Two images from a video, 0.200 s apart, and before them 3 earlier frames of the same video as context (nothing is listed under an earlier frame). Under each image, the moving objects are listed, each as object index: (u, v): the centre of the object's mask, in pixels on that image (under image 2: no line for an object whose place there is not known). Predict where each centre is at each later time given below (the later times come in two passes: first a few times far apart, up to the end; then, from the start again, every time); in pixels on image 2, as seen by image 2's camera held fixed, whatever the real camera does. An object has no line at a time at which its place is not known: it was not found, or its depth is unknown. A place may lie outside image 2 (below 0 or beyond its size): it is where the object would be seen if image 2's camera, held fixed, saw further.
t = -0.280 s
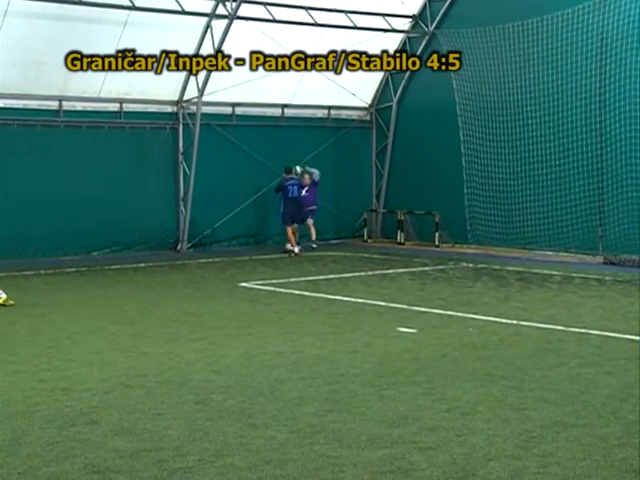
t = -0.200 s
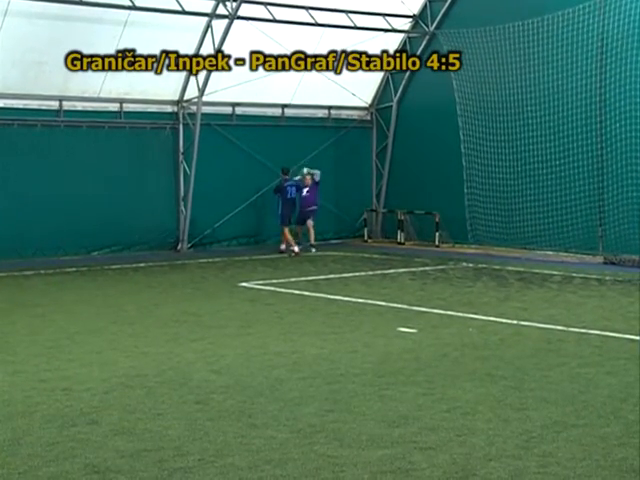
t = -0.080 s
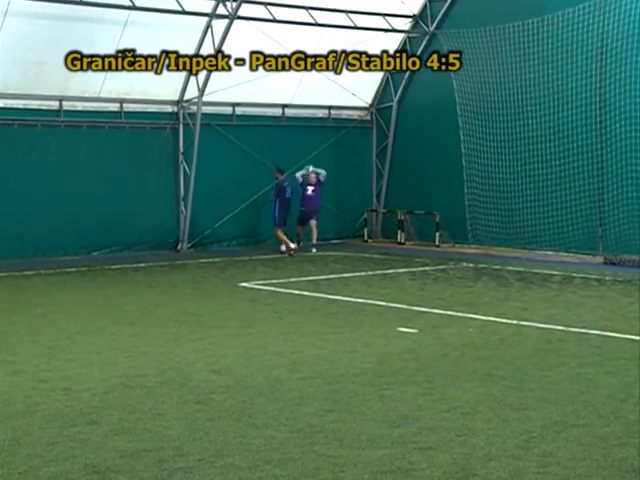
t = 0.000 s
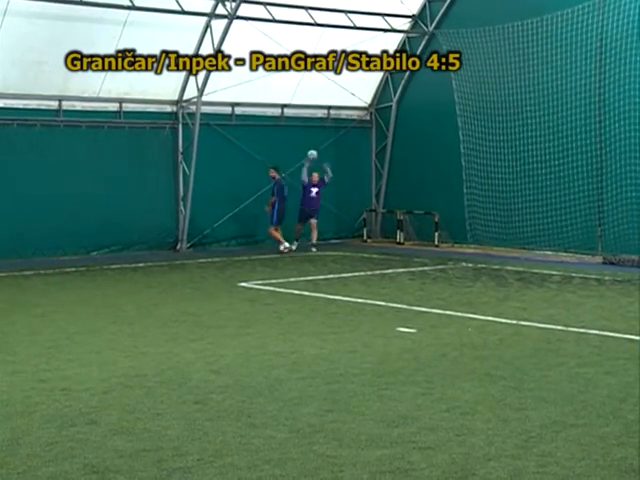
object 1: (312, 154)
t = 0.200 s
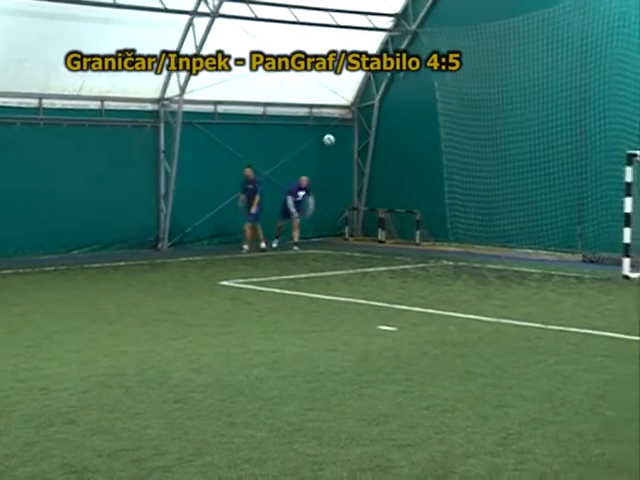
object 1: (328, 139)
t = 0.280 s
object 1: (345, 138)
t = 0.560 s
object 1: (422, 160)
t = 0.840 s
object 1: (532, 243)
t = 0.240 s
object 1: (337, 138)
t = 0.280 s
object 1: (345, 138)
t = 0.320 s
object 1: (355, 138)
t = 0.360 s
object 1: (364, 140)
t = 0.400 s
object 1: (374, 142)
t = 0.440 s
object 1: (385, 145)
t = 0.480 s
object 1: (396, 149)
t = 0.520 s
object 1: (409, 154)
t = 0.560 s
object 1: (422, 160)
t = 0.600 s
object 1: (435, 168)
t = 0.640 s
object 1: (450, 177)
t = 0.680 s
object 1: (465, 186)
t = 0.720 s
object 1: (480, 199)
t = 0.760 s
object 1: (497, 211)
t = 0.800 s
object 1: (513, 226)
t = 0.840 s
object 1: (532, 243)
